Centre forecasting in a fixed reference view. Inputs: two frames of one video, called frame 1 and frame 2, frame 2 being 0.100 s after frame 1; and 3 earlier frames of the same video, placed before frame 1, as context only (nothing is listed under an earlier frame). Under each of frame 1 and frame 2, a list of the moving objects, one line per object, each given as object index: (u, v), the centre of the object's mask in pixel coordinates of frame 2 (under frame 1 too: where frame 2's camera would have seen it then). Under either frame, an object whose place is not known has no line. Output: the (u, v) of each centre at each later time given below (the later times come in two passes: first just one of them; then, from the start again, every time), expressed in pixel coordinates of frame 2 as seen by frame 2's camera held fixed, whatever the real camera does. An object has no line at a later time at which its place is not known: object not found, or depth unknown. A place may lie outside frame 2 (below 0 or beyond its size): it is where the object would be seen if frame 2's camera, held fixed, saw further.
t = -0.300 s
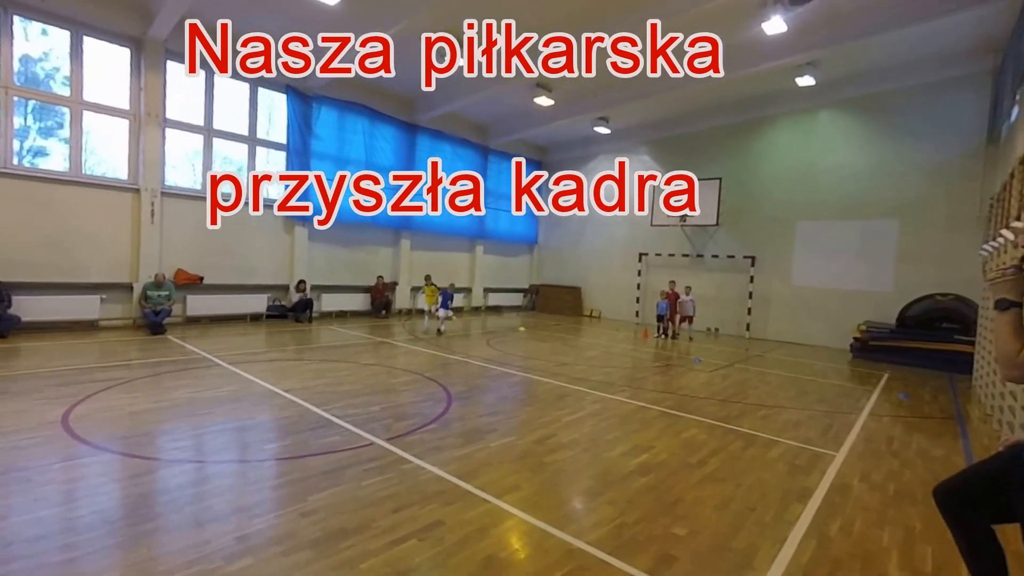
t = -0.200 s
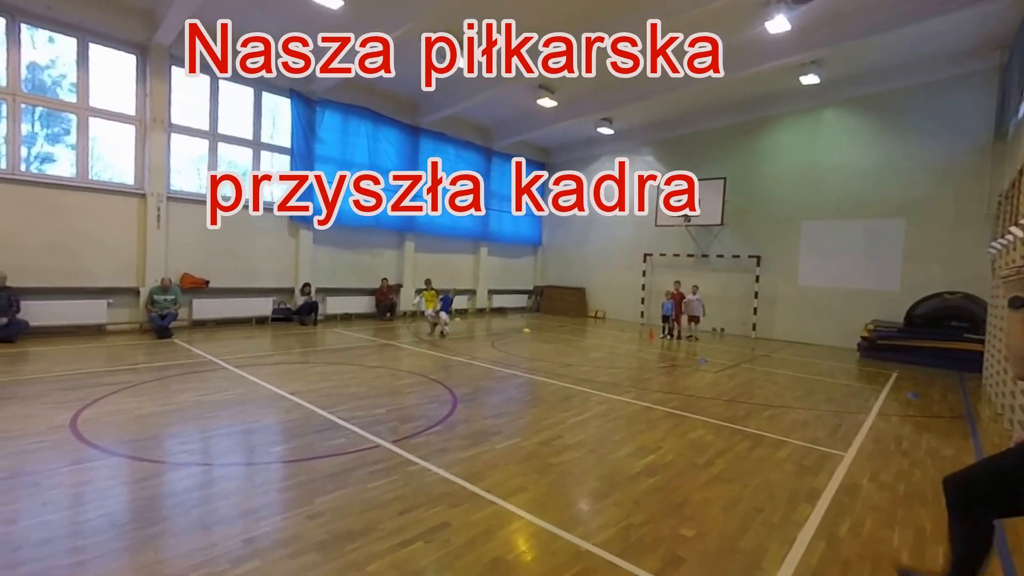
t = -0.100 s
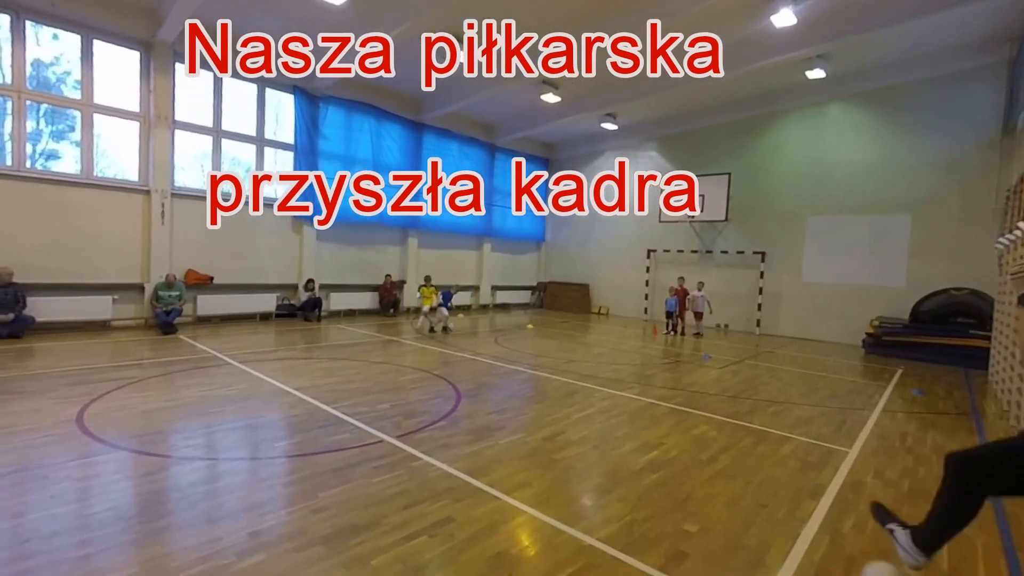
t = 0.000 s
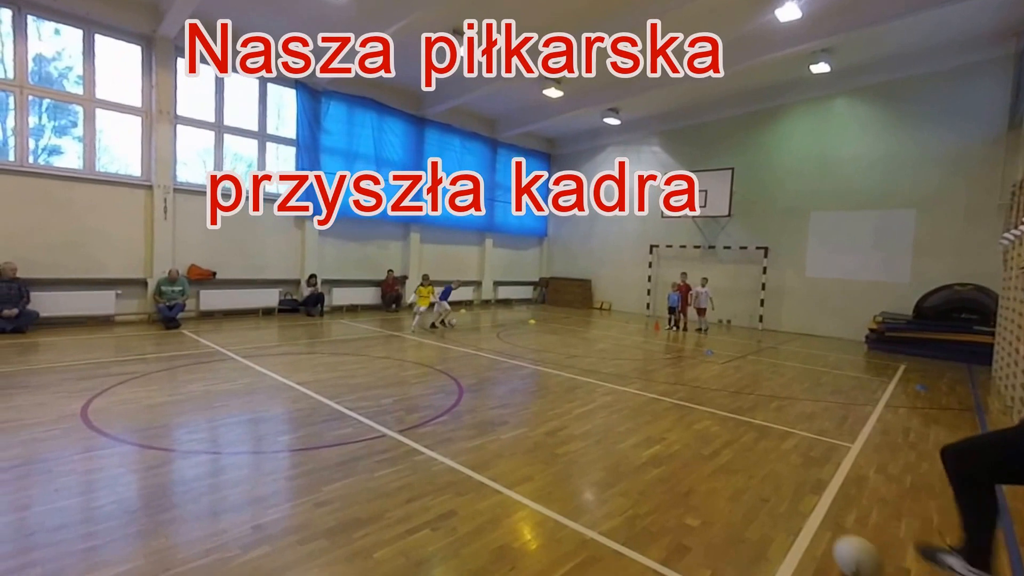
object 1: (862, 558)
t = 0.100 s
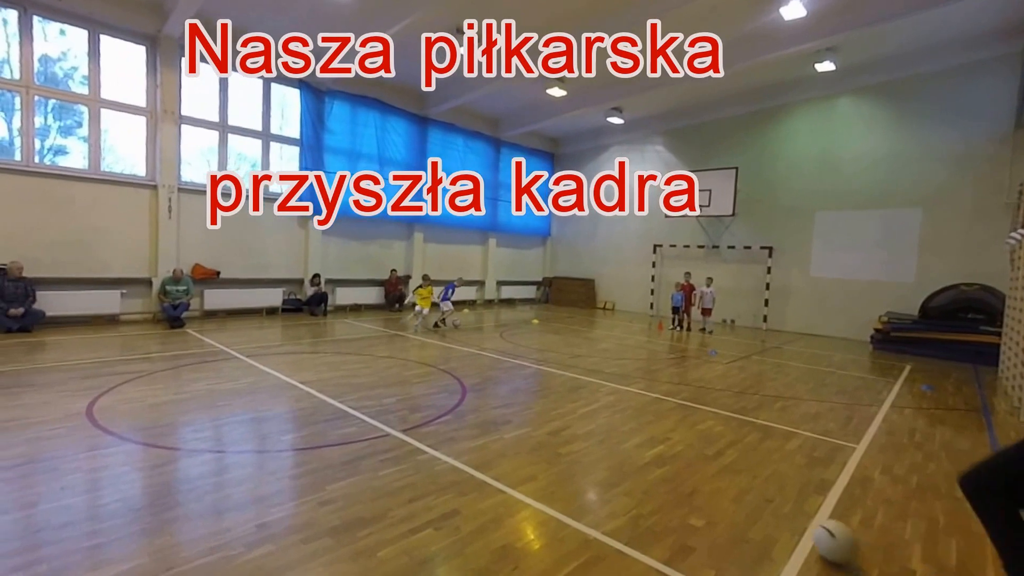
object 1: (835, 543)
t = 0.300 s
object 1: (789, 511)
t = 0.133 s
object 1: (827, 537)
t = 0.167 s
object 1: (818, 531)
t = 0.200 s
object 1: (810, 526)
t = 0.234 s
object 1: (803, 521)
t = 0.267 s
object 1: (795, 515)
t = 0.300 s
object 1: (789, 511)
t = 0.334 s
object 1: (782, 506)
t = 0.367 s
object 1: (776, 502)
